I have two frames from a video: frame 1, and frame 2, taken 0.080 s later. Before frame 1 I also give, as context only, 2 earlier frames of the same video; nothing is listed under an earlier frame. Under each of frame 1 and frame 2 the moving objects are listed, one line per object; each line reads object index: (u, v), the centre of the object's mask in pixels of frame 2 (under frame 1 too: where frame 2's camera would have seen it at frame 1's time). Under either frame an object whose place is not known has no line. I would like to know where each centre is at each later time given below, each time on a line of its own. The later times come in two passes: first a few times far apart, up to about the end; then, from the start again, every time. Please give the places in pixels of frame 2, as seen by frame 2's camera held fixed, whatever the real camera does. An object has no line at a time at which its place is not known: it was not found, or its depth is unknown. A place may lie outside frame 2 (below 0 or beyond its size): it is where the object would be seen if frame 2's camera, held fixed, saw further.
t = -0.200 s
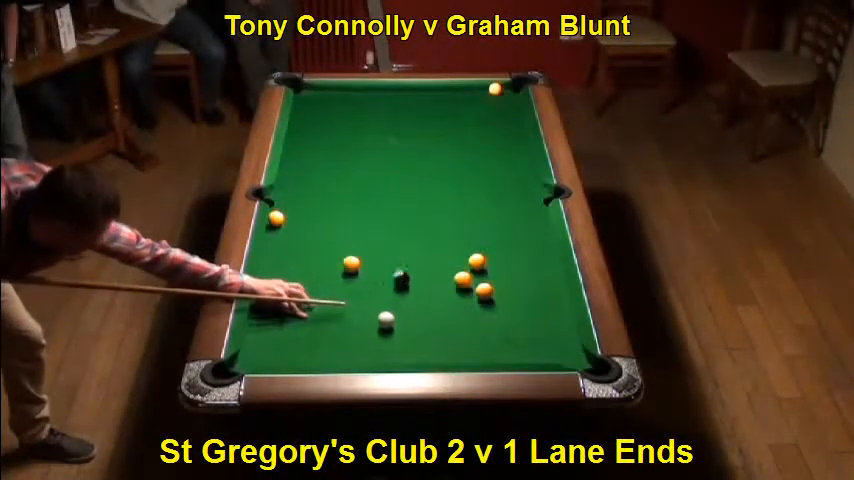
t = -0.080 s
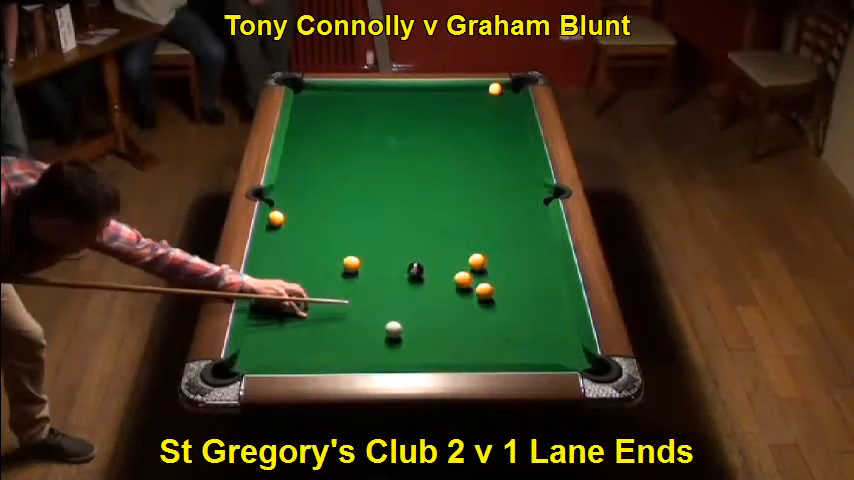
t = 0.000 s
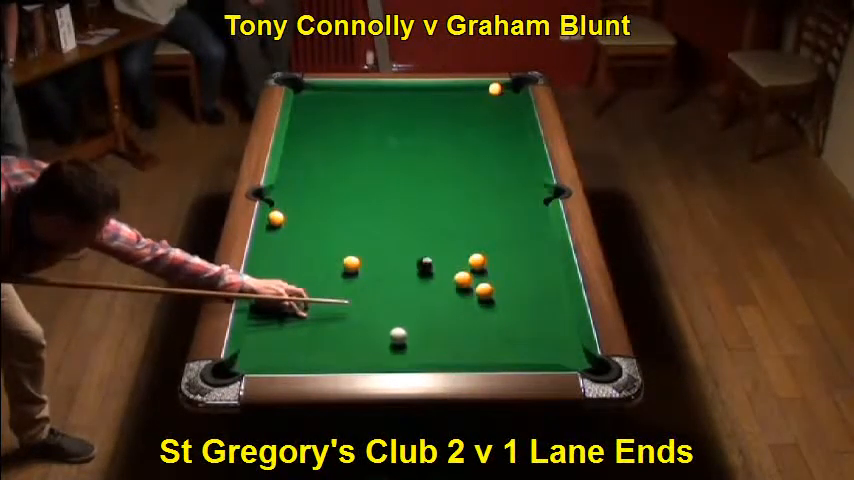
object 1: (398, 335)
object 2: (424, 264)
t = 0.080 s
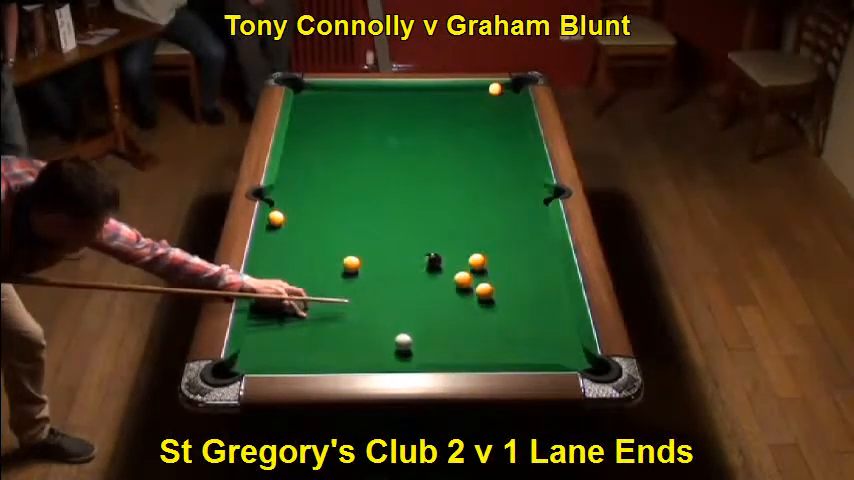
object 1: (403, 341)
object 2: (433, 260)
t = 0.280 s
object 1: (415, 354)
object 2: (453, 247)
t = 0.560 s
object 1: (423, 352)
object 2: (478, 232)
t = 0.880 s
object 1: (429, 341)
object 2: (503, 216)
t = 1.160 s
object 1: (432, 334)
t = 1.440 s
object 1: (434, 329)
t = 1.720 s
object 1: (435, 327)
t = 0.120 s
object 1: (405, 344)
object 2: (436, 257)
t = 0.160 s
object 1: (408, 347)
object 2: (440, 253)
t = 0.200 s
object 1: (410, 351)
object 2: (445, 251)
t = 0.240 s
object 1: (412, 353)
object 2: (449, 249)
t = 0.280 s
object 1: (415, 354)
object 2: (453, 247)
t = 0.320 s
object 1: (417, 358)
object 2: (457, 244)
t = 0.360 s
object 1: (418, 356)
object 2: (461, 242)
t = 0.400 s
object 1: (420, 354)
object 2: (464, 241)
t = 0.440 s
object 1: (420, 353)
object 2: (468, 239)
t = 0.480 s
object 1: (421, 353)
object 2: (471, 236)
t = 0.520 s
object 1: (422, 353)
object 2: (475, 234)
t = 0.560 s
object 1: (423, 352)
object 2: (478, 232)
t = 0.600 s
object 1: (423, 349)
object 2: (481, 230)
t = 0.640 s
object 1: (424, 347)
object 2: (485, 229)
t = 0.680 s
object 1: (425, 346)
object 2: (488, 226)
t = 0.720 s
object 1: (426, 345)
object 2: (492, 223)
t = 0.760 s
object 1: (427, 344)
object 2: (495, 222)
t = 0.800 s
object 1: (427, 344)
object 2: (497, 220)
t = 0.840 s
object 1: (428, 342)
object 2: (499, 218)
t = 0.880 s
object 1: (429, 341)
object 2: (503, 216)
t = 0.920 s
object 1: (429, 340)
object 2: (506, 215)
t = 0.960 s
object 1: (430, 339)
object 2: (510, 214)
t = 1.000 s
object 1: (430, 338)
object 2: (512, 212)
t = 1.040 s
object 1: (431, 337)
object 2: (516, 211)
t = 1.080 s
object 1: (432, 335)
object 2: (519, 208)
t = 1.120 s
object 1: (432, 334)
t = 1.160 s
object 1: (432, 334)
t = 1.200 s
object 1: (432, 333)
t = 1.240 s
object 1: (433, 332)
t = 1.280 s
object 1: (433, 331)
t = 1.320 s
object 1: (433, 330)
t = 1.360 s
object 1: (434, 330)
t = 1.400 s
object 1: (434, 330)
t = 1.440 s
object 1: (434, 329)
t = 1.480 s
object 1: (435, 329)
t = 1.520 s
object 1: (435, 328)
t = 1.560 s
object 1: (435, 328)
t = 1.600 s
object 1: (435, 328)
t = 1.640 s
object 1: (435, 327)
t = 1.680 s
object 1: (435, 327)
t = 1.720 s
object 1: (435, 327)
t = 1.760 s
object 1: (435, 327)
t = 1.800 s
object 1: (435, 327)
